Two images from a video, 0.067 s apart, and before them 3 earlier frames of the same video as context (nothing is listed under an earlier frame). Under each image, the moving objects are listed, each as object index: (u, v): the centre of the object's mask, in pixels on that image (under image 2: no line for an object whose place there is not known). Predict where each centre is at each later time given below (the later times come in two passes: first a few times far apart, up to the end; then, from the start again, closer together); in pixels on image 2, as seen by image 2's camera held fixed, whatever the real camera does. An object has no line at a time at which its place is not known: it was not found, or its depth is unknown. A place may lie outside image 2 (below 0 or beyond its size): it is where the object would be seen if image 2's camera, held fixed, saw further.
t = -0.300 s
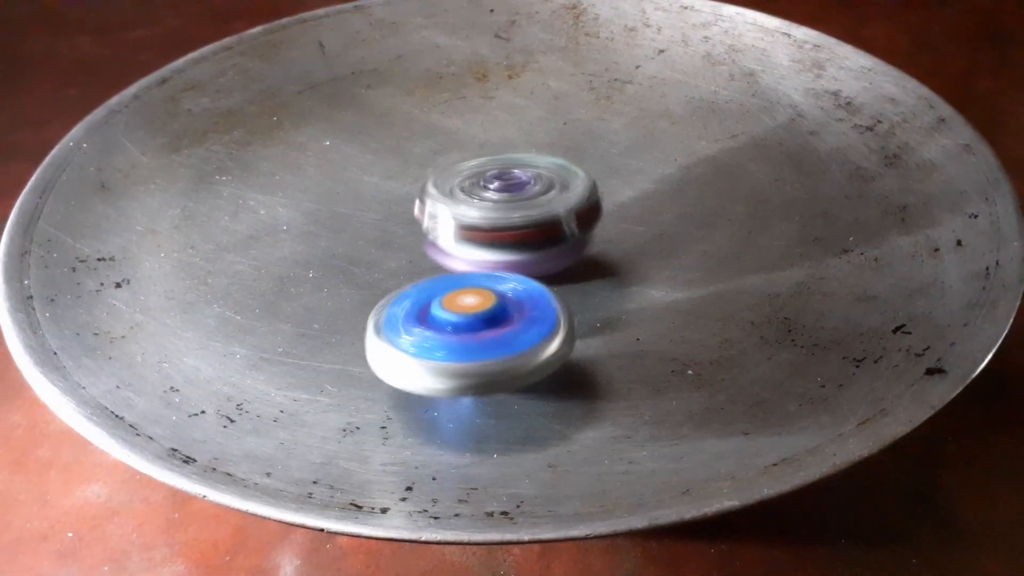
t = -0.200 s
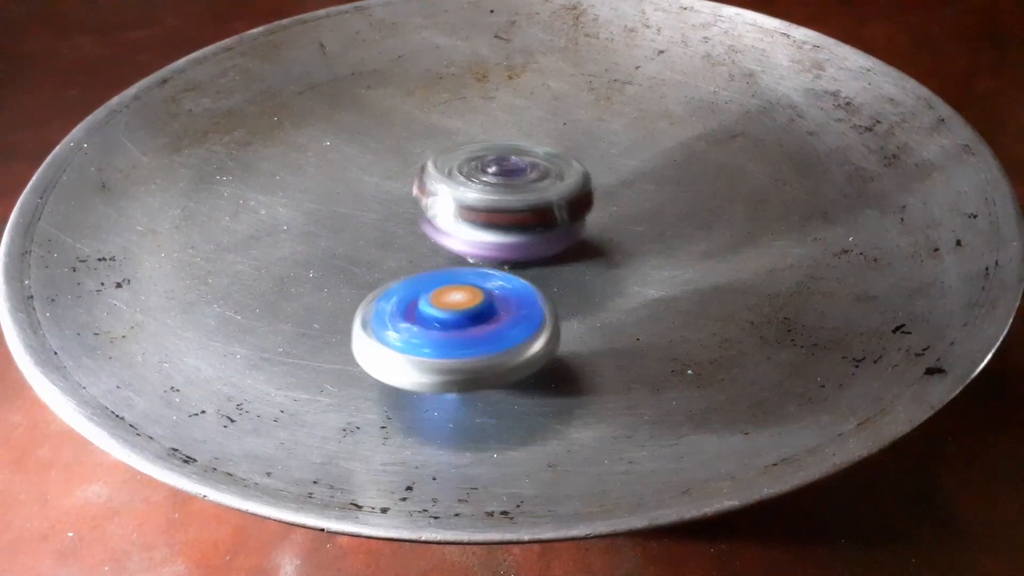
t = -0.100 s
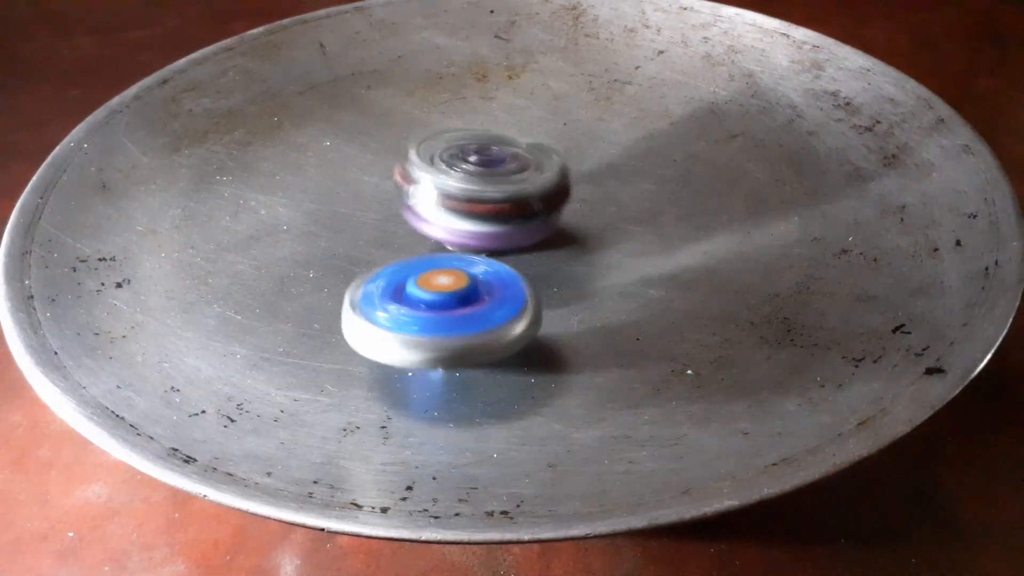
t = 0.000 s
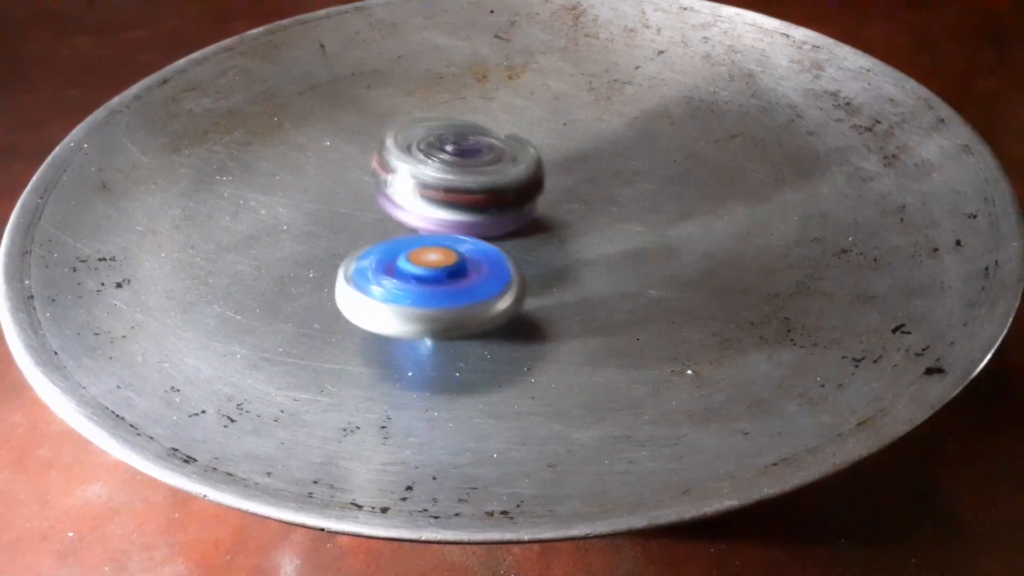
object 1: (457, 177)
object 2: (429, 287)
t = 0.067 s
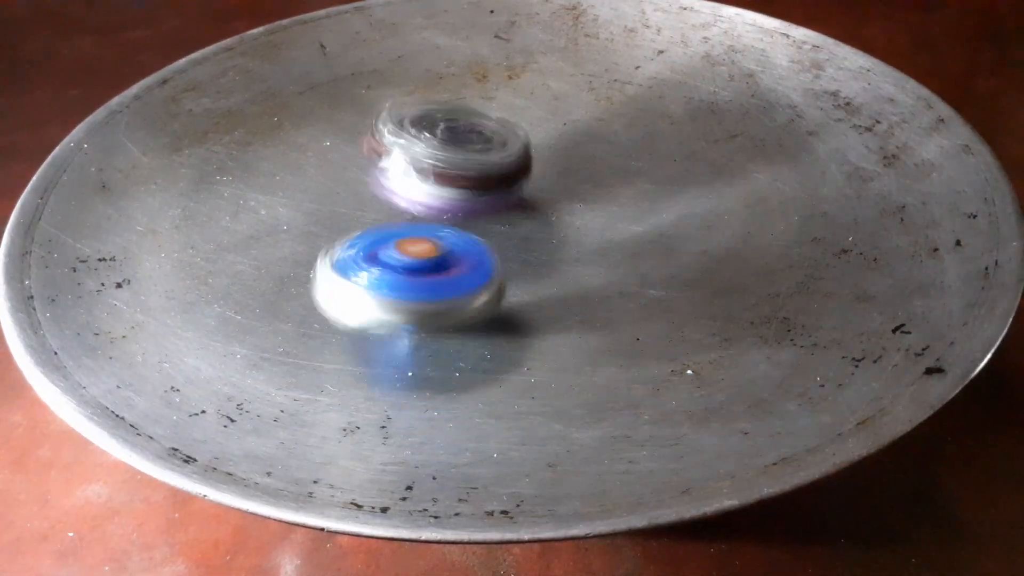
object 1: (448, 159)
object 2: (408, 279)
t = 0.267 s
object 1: (411, 80)
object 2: (332, 291)
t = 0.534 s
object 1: (389, 47)
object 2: (320, 214)
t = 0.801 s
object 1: (389, 39)
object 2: (302, 152)
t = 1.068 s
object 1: (412, 47)
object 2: (292, 109)
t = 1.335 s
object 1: (453, 78)
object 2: (307, 85)
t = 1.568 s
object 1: (475, 124)
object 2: (340, 73)
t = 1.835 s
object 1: (468, 194)
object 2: (404, 74)
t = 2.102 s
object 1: (453, 237)
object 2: (465, 71)
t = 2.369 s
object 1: (422, 246)
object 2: (509, 90)
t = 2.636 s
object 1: (396, 222)
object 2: (548, 120)
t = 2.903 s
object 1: (399, 172)
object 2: (580, 167)
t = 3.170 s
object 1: (430, 126)
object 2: (596, 208)
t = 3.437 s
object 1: (478, 92)
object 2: (604, 219)
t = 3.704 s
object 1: (515, 80)
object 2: (539, 229)
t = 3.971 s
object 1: (535, 93)
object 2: (478, 246)
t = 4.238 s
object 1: (527, 131)
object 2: (420, 244)
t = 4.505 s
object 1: (530, 152)
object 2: (265, 260)
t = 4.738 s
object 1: (470, 170)
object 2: (235, 248)
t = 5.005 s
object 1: (419, 171)
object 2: (244, 211)
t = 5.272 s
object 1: (472, 145)
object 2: (203, 161)
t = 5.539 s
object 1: (484, 117)
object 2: (262, 131)
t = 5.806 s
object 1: (498, 104)
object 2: (342, 109)
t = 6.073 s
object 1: (566, 118)
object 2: (354, 84)
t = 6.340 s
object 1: (573, 146)
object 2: (450, 96)
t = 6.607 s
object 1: (527, 185)
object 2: (527, 96)
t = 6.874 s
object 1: (453, 201)
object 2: (582, 120)
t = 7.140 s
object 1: (390, 180)
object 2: (607, 153)
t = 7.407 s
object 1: (375, 144)
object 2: (589, 196)
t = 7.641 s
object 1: (405, 119)
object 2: (561, 228)
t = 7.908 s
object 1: (463, 104)
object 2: (534, 250)
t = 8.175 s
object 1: (514, 110)
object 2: (487, 253)
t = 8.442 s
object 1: (525, 143)
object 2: (419, 235)
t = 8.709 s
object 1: (549, 157)
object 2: (342, 187)
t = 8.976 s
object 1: (520, 172)
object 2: (339, 149)
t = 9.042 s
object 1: (509, 175)
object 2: (342, 142)
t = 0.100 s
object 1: (451, 140)
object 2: (387, 294)
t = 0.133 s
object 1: (443, 121)
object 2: (368, 303)
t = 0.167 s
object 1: (433, 104)
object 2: (352, 305)
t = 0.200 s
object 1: (425, 93)
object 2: (342, 304)
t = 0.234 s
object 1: (418, 86)
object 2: (335, 299)
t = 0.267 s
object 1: (411, 80)
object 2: (332, 291)
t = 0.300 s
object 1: (405, 74)
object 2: (330, 282)
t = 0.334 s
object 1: (402, 68)
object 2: (329, 273)
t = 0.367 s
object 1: (399, 63)
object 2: (328, 263)
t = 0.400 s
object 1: (397, 58)
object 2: (327, 253)
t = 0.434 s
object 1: (393, 54)
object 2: (325, 243)
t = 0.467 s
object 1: (391, 50)
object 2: (323, 233)
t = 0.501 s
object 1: (390, 48)
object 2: (322, 223)
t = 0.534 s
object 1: (389, 47)
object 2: (320, 214)
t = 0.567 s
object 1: (388, 45)
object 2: (318, 205)
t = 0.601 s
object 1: (388, 43)
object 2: (316, 196)
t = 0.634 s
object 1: (388, 42)
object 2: (314, 188)
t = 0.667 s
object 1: (388, 40)
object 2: (312, 180)
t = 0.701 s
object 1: (388, 40)
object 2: (309, 172)
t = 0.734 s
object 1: (388, 39)
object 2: (306, 165)
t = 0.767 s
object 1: (389, 39)
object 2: (305, 159)
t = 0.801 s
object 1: (389, 39)
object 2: (302, 152)
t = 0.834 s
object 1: (390, 40)
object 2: (300, 146)
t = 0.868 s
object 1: (392, 40)
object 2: (298, 140)
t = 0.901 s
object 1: (394, 41)
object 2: (296, 135)
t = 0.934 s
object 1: (399, 42)
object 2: (294, 129)
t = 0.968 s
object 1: (403, 43)
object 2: (293, 124)
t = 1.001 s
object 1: (407, 44)
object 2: (292, 118)
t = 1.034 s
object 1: (408, 45)
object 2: (292, 114)
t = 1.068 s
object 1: (412, 47)
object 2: (292, 109)
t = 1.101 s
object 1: (417, 49)
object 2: (292, 105)
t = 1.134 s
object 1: (424, 51)
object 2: (294, 101)
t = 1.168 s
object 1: (431, 56)
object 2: (294, 98)
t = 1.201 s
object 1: (438, 59)
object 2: (295, 94)
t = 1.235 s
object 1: (442, 62)
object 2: (297, 92)
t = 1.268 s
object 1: (446, 67)
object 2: (299, 90)
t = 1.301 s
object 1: (449, 71)
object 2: (303, 87)
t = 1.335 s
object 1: (453, 78)
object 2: (307, 85)
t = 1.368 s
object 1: (457, 84)
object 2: (311, 83)
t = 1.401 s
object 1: (461, 90)
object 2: (314, 80)
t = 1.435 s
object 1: (465, 96)
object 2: (319, 78)
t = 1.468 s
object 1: (468, 103)
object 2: (324, 77)
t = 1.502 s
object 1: (471, 109)
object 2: (329, 75)
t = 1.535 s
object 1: (474, 116)
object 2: (334, 74)
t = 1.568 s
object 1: (475, 124)
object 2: (340, 73)
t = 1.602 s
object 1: (476, 132)
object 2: (347, 73)
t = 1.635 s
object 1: (475, 140)
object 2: (354, 73)
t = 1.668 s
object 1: (475, 149)
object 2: (361, 73)
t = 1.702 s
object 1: (474, 158)
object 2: (369, 74)
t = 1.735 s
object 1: (471, 167)
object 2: (378, 74)
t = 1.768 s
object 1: (470, 177)
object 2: (388, 75)
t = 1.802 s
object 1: (469, 186)
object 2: (397, 75)
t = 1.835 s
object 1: (468, 194)
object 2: (404, 74)
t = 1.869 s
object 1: (467, 202)
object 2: (412, 73)
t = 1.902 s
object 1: (466, 210)
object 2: (419, 73)
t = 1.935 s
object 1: (465, 216)
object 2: (427, 73)
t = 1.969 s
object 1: (463, 222)
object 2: (435, 72)
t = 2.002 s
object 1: (461, 226)
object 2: (443, 72)
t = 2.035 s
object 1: (458, 231)
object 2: (452, 72)
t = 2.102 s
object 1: (453, 237)
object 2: (465, 71)
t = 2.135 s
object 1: (451, 240)
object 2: (470, 71)
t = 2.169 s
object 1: (445, 245)
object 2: (480, 73)
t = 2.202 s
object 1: (442, 246)
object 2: (485, 74)
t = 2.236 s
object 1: (439, 248)
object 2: (490, 76)
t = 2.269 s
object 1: (435, 248)
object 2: (495, 79)
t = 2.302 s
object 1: (430, 248)
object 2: (500, 82)
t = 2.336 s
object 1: (426, 247)
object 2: (504, 86)
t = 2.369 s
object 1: (422, 246)
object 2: (509, 90)
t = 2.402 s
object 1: (418, 245)
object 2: (515, 94)
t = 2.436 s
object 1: (414, 243)
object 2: (520, 97)
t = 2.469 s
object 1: (410, 240)
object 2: (526, 101)
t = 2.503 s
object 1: (407, 238)
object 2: (530, 104)
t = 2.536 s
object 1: (404, 235)
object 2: (534, 108)
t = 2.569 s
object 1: (401, 231)
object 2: (539, 111)
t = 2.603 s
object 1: (399, 227)
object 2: (543, 116)
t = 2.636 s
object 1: (396, 222)
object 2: (548, 120)
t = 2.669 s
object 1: (395, 217)
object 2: (553, 125)
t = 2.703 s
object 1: (393, 210)
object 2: (558, 131)
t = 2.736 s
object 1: (393, 205)
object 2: (563, 136)
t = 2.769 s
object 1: (393, 198)
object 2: (566, 143)
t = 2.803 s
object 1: (394, 191)
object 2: (572, 150)
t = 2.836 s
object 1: (396, 185)
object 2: (575, 155)
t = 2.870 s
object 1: (398, 179)
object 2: (577, 161)
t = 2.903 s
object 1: (399, 172)
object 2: (580, 167)
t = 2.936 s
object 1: (402, 166)
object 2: (581, 173)
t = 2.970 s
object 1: (404, 160)
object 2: (582, 179)
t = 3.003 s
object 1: (408, 155)
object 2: (583, 186)
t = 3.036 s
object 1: (411, 148)
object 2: (585, 191)
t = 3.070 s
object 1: (417, 143)
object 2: (588, 196)
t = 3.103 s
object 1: (420, 137)
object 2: (590, 200)
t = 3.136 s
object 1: (425, 131)
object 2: (594, 204)
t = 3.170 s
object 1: (430, 126)
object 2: (596, 208)
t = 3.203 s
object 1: (436, 122)
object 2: (599, 211)
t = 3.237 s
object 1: (442, 117)
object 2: (602, 213)
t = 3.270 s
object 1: (448, 112)
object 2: (604, 215)
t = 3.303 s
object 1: (454, 108)
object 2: (607, 216)
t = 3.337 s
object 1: (460, 103)
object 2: (608, 217)
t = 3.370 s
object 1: (465, 99)
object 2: (608, 218)
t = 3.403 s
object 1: (471, 95)
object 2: (607, 218)
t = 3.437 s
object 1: (478, 92)
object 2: (604, 219)
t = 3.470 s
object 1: (483, 89)
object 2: (600, 219)
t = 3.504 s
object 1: (490, 86)
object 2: (594, 220)
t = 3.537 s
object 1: (495, 84)
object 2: (587, 220)
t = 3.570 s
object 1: (500, 83)
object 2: (578, 221)
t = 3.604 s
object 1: (504, 81)
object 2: (569, 222)
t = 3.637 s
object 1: (508, 81)
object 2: (559, 224)
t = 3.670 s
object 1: (512, 81)
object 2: (549, 227)
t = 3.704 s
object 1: (515, 80)
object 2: (539, 229)
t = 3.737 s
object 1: (518, 81)
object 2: (530, 232)
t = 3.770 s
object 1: (521, 82)
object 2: (522, 235)
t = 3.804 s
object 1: (524, 84)
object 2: (515, 238)
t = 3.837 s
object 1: (525, 85)
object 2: (507, 240)
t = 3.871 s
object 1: (528, 86)
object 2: (500, 242)
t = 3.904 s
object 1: (531, 88)
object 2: (493, 244)
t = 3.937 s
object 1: (533, 90)
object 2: (485, 245)
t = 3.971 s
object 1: (535, 93)
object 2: (478, 246)
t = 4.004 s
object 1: (536, 96)
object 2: (471, 247)
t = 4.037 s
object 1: (537, 100)
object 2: (463, 248)
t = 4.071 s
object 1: (538, 104)
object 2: (456, 248)
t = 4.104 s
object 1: (538, 109)
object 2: (449, 248)
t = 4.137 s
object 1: (537, 115)
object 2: (441, 247)
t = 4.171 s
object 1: (535, 120)
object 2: (433, 246)
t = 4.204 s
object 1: (532, 126)
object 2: (426, 245)
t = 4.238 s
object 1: (527, 131)
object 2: (420, 244)
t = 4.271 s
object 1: (522, 138)
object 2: (413, 242)
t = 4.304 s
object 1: (517, 143)
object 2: (406, 240)
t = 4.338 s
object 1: (512, 148)
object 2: (399, 237)
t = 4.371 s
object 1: (510, 153)
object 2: (371, 241)
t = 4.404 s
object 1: (522, 148)
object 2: (330, 251)
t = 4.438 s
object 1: (531, 148)
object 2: (300, 256)
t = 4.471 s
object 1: (534, 150)
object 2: (279, 259)
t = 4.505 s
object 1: (530, 152)
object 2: (265, 260)
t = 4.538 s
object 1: (524, 154)
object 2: (257, 261)
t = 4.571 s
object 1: (514, 158)
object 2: (250, 260)
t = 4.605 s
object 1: (502, 161)
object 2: (245, 259)
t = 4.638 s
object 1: (492, 164)
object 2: (242, 257)
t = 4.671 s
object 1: (484, 165)
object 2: (239, 254)
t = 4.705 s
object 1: (478, 168)
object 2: (237, 252)
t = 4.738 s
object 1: (470, 170)
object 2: (235, 248)
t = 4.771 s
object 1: (463, 171)
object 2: (234, 245)
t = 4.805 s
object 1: (455, 172)
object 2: (235, 241)
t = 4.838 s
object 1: (447, 172)
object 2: (236, 236)
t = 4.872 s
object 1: (441, 173)
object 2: (237, 232)
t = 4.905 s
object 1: (435, 173)
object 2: (238, 227)
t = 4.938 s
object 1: (429, 172)
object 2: (240, 222)
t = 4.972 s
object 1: (424, 173)
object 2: (242, 216)
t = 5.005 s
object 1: (419, 171)
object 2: (244, 211)
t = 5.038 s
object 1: (414, 170)
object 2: (246, 206)
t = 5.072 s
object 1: (426, 166)
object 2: (228, 199)
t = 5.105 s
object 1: (452, 163)
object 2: (213, 192)
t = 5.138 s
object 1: (468, 159)
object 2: (202, 184)
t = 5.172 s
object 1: (473, 156)
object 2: (195, 177)
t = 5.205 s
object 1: (473, 152)
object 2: (196, 171)
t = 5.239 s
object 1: (473, 148)
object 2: (199, 166)
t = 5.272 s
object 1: (472, 145)
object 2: (203, 161)
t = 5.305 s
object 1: (473, 141)
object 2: (209, 157)
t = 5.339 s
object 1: (474, 137)
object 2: (216, 153)
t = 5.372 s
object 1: (476, 134)
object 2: (222, 149)
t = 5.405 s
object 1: (477, 130)
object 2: (229, 145)
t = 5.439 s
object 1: (478, 127)
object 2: (236, 141)
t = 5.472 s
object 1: (480, 123)
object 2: (244, 137)
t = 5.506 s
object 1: (482, 120)
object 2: (253, 134)
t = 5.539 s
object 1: (484, 117)
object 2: (262, 131)
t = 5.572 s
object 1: (486, 115)
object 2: (271, 128)
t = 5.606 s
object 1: (488, 112)
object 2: (280, 125)
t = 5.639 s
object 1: (490, 110)
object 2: (290, 122)
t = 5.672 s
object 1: (492, 109)
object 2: (300, 120)
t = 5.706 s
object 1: (495, 107)
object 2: (311, 117)
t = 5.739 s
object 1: (496, 106)
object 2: (321, 114)
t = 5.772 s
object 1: (497, 105)
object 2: (332, 111)
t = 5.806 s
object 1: (498, 104)
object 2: (342, 109)
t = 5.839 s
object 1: (498, 104)
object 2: (352, 107)
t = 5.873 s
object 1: (501, 104)
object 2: (361, 105)
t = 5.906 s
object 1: (523, 106)
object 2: (352, 97)
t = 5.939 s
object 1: (544, 111)
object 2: (344, 91)
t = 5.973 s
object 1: (552, 113)
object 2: (340, 86)
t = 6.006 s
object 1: (556, 115)
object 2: (341, 83)
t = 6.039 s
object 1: (561, 116)
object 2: (347, 83)
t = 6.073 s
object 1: (566, 118)
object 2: (354, 84)
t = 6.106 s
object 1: (569, 120)
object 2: (364, 86)
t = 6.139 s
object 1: (573, 123)
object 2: (375, 88)
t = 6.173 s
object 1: (575, 127)
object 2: (388, 90)
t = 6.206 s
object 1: (577, 130)
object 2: (400, 91)
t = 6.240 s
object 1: (577, 133)
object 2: (412, 93)
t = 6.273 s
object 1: (576, 136)
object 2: (425, 94)
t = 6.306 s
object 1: (574, 141)
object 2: (439, 96)
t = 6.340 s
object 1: (573, 146)
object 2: (450, 96)
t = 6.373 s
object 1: (570, 151)
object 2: (460, 96)
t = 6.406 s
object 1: (566, 156)
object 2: (470, 95)
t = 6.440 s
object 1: (560, 161)
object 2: (479, 94)
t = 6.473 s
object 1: (553, 167)
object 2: (488, 93)
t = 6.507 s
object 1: (548, 171)
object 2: (497, 93)
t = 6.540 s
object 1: (542, 175)
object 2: (507, 93)
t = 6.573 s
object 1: (534, 181)
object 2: (518, 94)
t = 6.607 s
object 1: (527, 185)
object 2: (527, 96)
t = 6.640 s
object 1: (518, 188)
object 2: (536, 96)
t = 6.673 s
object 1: (509, 191)
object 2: (544, 98)
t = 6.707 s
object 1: (499, 195)
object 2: (551, 102)
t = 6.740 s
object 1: (490, 196)
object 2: (558, 104)
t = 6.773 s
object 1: (481, 197)
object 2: (564, 108)
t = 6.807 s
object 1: (470, 198)
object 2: (570, 112)
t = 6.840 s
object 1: (462, 199)
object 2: (576, 116)
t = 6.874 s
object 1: (453, 201)
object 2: (582, 120)
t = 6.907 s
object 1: (443, 199)
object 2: (586, 122)
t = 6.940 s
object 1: (435, 197)
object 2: (591, 126)
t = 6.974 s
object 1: (426, 195)
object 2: (595, 130)
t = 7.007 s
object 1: (417, 194)
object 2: (599, 134)
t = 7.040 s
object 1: (408, 190)
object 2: (602, 139)
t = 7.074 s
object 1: (402, 187)
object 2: (604, 144)
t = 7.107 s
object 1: (395, 183)
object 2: (607, 148)
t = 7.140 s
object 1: (390, 180)
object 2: (607, 153)
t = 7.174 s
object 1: (385, 176)
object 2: (607, 158)
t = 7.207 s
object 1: (382, 171)
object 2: (607, 163)
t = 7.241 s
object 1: (378, 167)
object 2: (607, 168)
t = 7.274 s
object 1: (376, 162)
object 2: (605, 173)
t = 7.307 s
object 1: (375, 158)
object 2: (602, 179)
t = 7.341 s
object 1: (374, 153)
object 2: (598, 185)
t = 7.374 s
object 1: (374, 148)
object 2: (594, 191)
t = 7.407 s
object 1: (375, 144)
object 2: (589, 196)
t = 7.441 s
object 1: (378, 140)
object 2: (585, 201)
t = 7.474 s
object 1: (381, 136)
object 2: (582, 206)
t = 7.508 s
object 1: (383, 132)
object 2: (578, 210)
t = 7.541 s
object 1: (387, 128)
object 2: (575, 214)
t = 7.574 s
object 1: (393, 125)
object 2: (571, 219)
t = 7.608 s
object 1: (399, 122)
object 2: (566, 223)
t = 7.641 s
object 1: (405, 119)
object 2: (561, 228)
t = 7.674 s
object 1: (411, 116)
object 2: (556, 232)
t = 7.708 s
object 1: (417, 114)
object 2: (553, 235)
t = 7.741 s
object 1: (424, 112)
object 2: (550, 239)
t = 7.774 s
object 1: (432, 110)
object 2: (547, 241)
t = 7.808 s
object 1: (440, 108)
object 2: (544, 244)
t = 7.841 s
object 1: (447, 107)
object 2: (541, 246)
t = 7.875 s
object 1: (455, 105)
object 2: (538, 248)
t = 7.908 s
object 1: (463, 104)
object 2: (534, 250)
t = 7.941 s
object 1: (470, 104)
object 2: (530, 252)
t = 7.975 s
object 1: (477, 104)
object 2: (525, 253)
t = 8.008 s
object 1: (484, 104)
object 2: (520, 254)
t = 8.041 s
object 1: (491, 104)
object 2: (514, 255)
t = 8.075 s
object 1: (498, 105)
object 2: (508, 255)
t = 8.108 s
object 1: (504, 106)
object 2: (501, 255)
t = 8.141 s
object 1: (509, 108)
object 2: (494, 254)
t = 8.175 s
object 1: (514, 110)
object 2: (487, 253)
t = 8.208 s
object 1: (518, 113)
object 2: (480, 251)
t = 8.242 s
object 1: (521, 116)
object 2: (473, 250)
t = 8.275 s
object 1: (524, 120)
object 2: (464, 248)
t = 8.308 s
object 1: (526, 124)
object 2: (456, 247)
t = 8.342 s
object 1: (527, 129)
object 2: (446, 243)
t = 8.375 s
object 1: (527, 133)
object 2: (437, 240)
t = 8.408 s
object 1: (525, 138)
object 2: (427, 238)
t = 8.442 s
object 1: (525, 143)
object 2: (419, 235)
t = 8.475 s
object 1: (523, 148)
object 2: (408, 231)
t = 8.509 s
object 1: (533, 142)
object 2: (389, 226)
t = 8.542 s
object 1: (546, 142)
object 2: (372, 223)
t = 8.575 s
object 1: (554, 146)
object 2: (358, 216)
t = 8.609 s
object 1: (556, 150)
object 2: (350, 208)
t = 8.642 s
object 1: (553, 153)
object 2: (346, 200)
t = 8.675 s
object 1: (550, 155)
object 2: (344, 193)
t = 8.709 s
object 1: (549, 157)
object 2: (342, 187)
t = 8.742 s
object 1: (547, 160)
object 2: (340, 182)
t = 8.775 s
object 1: (544, 161)
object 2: (339, 176)
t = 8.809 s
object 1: (543, 163)
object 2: (338, 171)
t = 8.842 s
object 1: (539, 165)
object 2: (337, 166)
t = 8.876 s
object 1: (535, 167)
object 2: (337, 161)
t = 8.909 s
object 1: (530, 169)
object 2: (337, 157)
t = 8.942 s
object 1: (526, 170)
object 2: (337, 153)
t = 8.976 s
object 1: (520, 172)
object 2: (339, 149)
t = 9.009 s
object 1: (515, 173)
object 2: (341, 146)
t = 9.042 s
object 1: (509, 175)
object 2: (342, 142)
